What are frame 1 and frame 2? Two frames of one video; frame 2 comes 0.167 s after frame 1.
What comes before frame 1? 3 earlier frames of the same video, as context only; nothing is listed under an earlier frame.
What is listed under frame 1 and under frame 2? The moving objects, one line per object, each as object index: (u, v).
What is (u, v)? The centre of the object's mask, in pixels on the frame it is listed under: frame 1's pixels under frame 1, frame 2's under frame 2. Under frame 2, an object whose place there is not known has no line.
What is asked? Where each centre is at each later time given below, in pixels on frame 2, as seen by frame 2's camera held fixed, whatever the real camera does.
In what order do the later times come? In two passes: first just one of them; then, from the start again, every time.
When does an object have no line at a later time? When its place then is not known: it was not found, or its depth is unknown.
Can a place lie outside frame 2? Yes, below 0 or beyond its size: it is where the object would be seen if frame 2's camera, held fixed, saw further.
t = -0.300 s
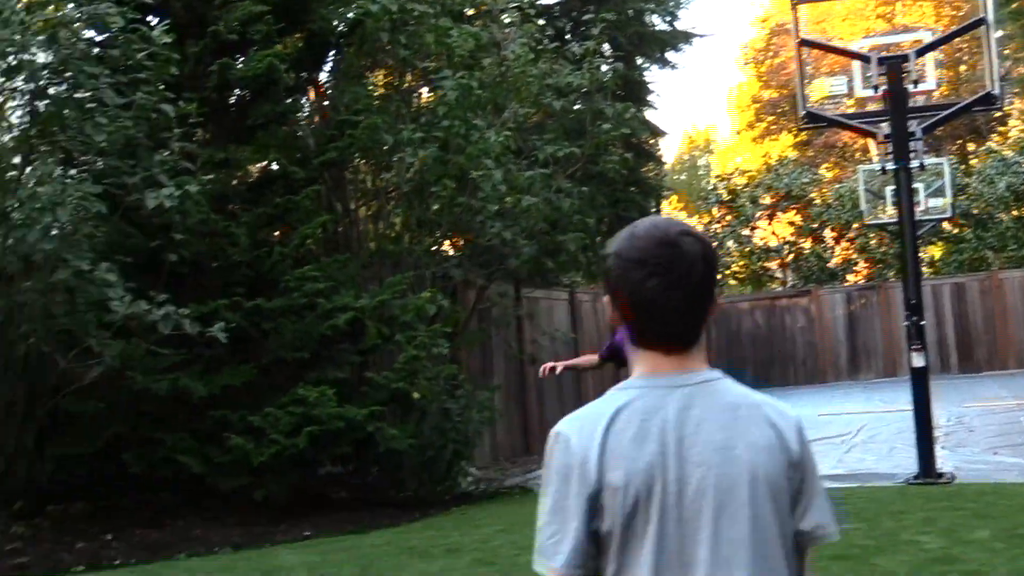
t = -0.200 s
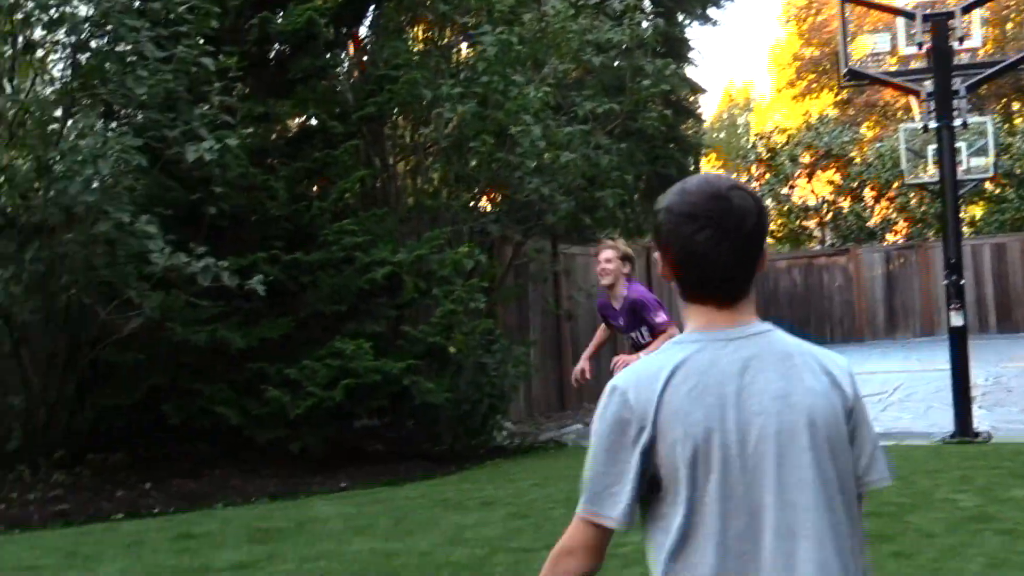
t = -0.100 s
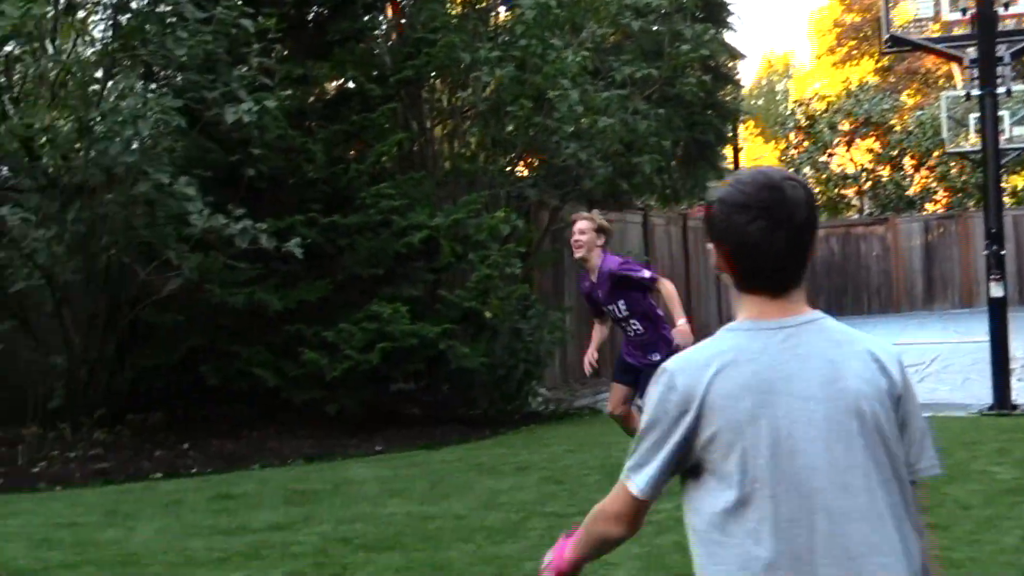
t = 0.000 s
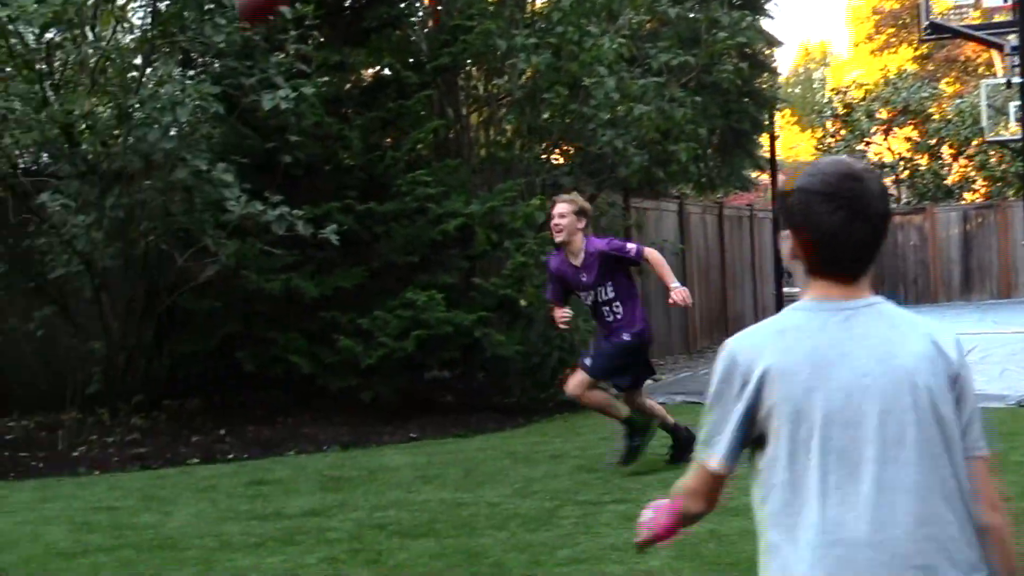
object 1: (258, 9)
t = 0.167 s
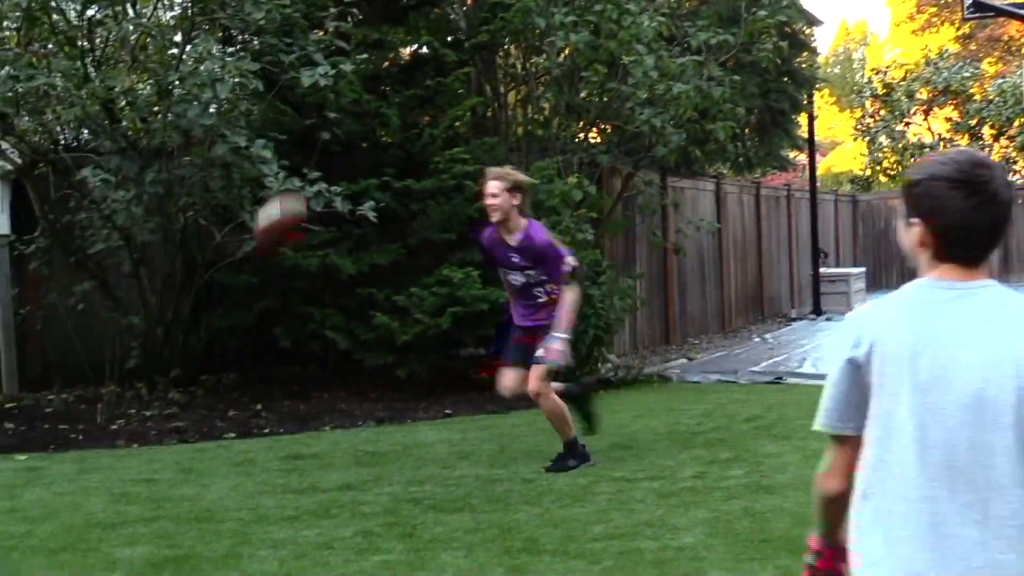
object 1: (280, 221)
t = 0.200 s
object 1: (275, 275)
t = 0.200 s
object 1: (275, 275)
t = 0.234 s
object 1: (273, 324)
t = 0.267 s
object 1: (270, 380)
